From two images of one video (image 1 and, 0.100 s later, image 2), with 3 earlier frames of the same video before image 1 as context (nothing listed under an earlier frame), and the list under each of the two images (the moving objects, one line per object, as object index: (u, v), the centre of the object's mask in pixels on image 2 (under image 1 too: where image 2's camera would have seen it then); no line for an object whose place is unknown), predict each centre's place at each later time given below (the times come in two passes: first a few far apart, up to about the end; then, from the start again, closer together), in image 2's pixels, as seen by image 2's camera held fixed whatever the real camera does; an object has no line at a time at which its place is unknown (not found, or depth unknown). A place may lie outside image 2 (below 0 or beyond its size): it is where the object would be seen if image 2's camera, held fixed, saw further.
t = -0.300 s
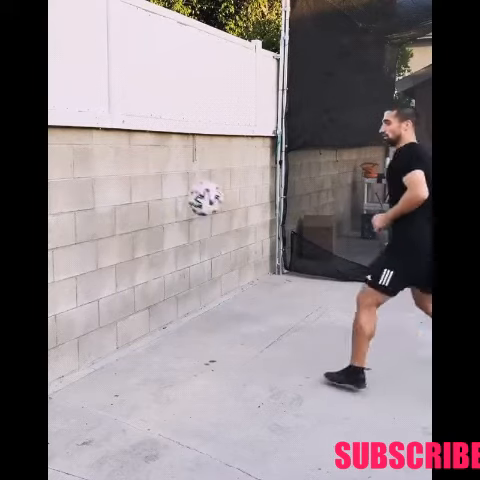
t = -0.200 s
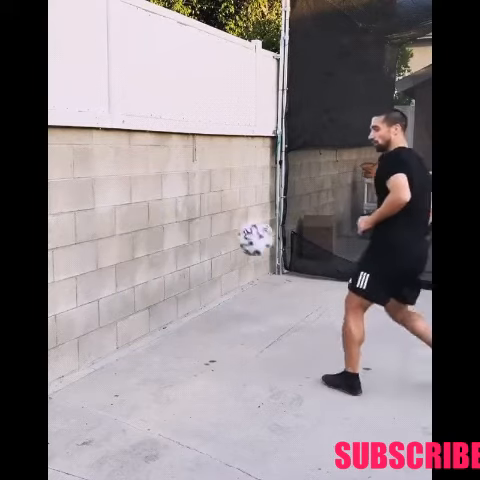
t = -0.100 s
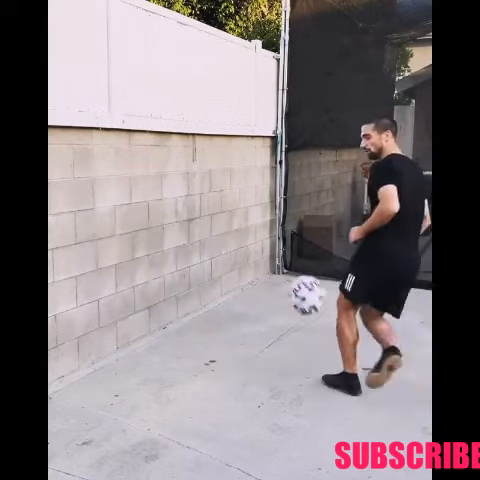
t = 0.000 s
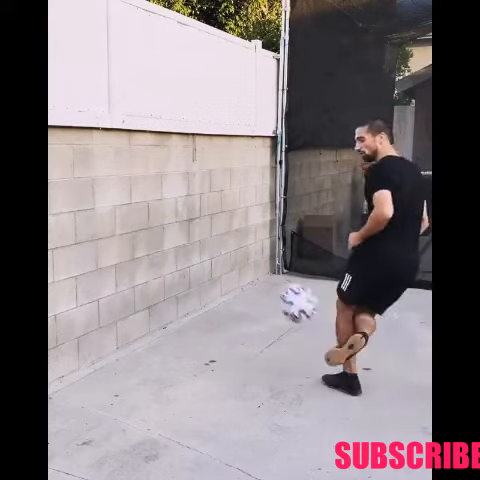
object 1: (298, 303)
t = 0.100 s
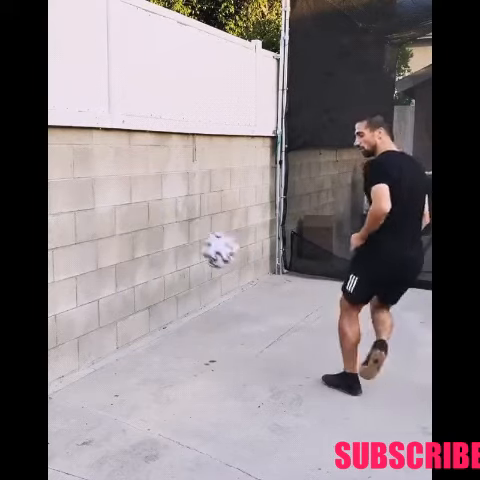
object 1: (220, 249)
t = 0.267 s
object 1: (105, 207)
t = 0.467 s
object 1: (188, 230)
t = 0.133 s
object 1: (195, 237)
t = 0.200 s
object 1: (149, 218)
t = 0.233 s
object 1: (128, 211)
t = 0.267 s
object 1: (105, 207)
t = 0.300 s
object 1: (106, 206)
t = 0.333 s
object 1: (122, 207)
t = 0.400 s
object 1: (154, 215)
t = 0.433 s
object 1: (171, 222)
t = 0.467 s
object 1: (188, 230)
